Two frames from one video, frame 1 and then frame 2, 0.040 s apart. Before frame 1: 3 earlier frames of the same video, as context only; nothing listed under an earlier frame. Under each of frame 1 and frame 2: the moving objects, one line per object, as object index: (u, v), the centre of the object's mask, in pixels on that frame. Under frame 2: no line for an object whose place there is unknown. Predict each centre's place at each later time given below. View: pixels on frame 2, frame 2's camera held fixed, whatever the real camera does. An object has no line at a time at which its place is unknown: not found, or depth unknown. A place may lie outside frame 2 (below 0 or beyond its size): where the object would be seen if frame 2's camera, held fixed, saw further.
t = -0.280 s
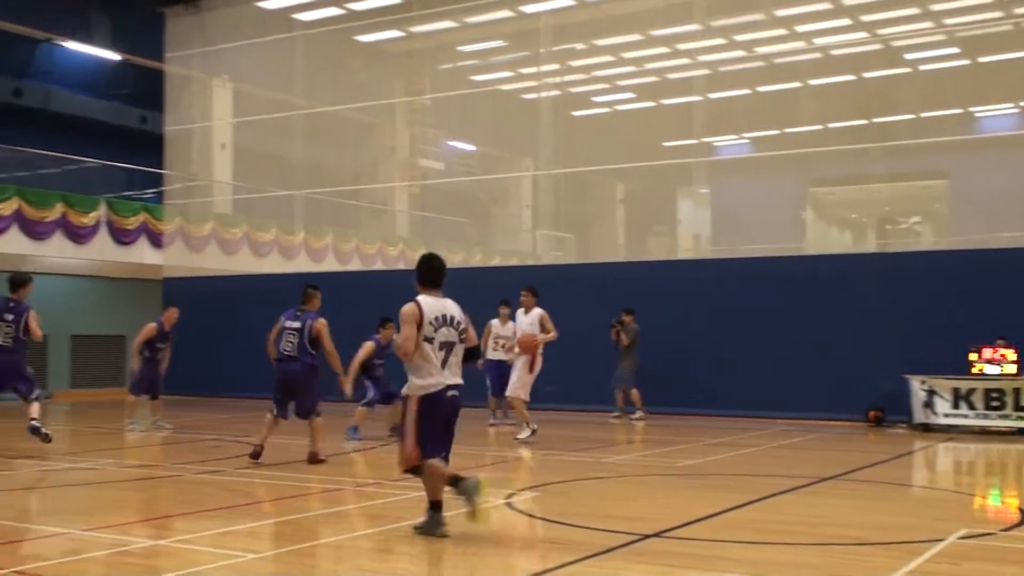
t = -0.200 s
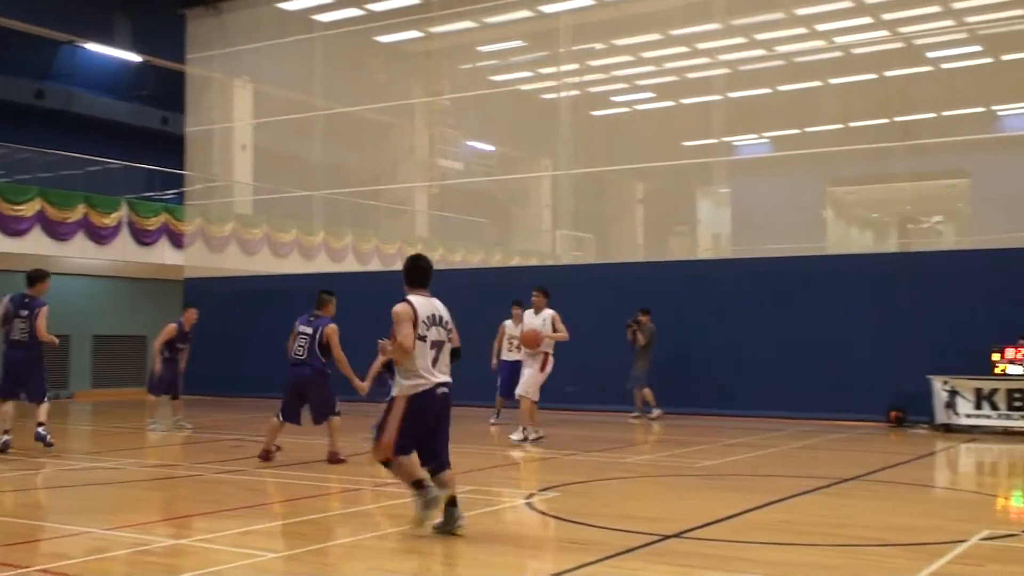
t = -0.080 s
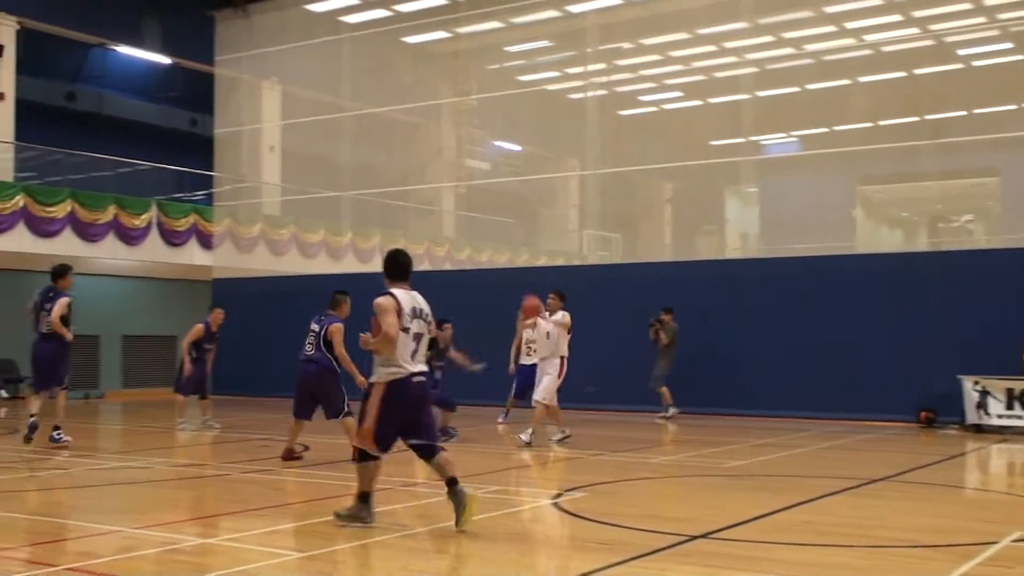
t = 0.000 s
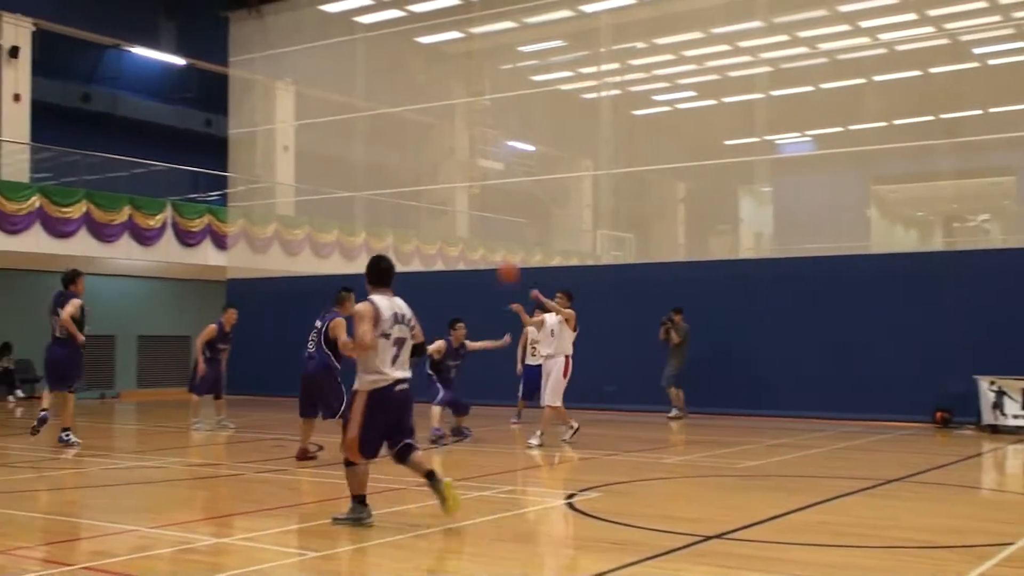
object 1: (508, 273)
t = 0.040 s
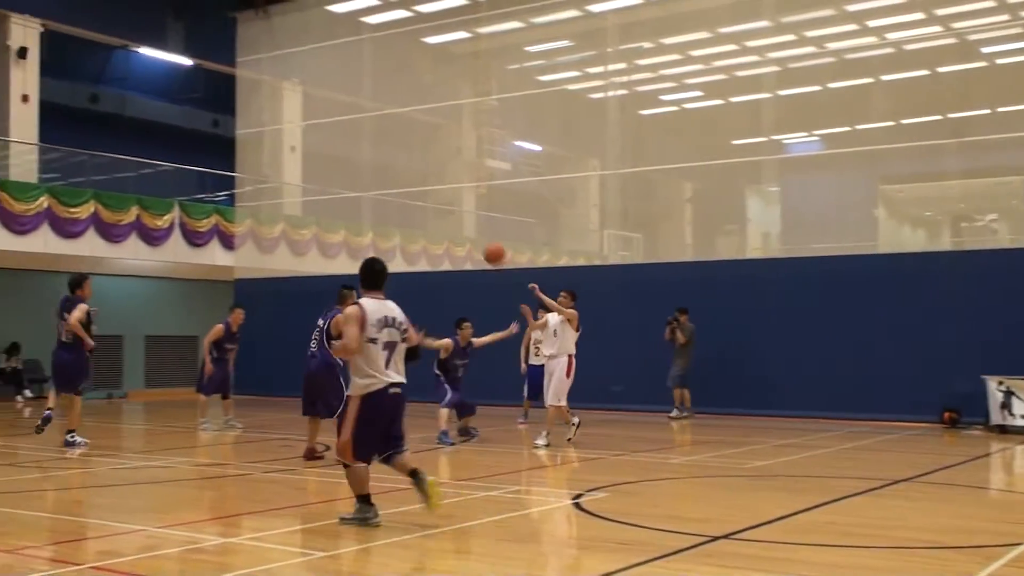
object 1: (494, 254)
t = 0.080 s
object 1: (472, 237)
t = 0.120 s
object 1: (451, 222)
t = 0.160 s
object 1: (429, 207)
